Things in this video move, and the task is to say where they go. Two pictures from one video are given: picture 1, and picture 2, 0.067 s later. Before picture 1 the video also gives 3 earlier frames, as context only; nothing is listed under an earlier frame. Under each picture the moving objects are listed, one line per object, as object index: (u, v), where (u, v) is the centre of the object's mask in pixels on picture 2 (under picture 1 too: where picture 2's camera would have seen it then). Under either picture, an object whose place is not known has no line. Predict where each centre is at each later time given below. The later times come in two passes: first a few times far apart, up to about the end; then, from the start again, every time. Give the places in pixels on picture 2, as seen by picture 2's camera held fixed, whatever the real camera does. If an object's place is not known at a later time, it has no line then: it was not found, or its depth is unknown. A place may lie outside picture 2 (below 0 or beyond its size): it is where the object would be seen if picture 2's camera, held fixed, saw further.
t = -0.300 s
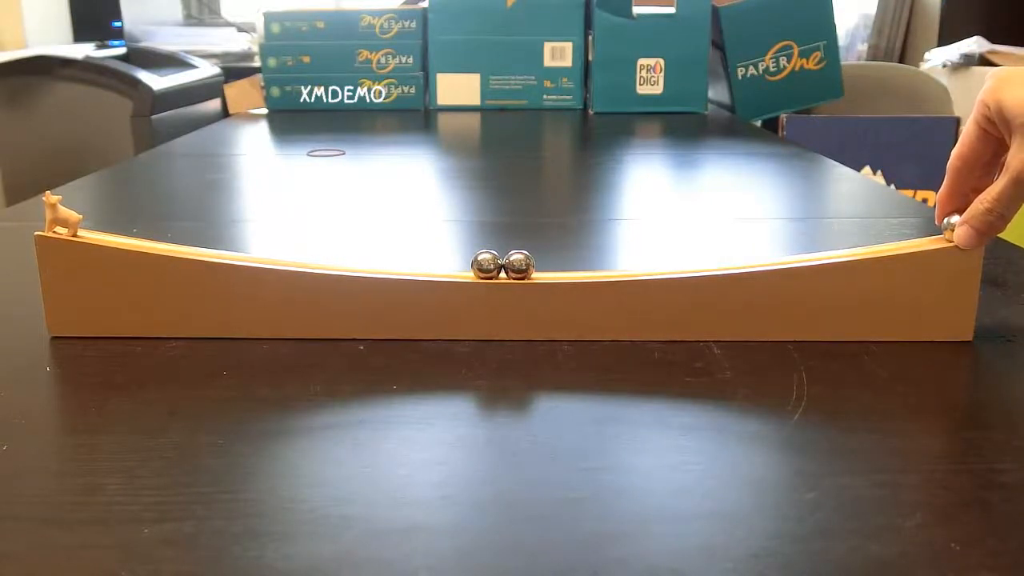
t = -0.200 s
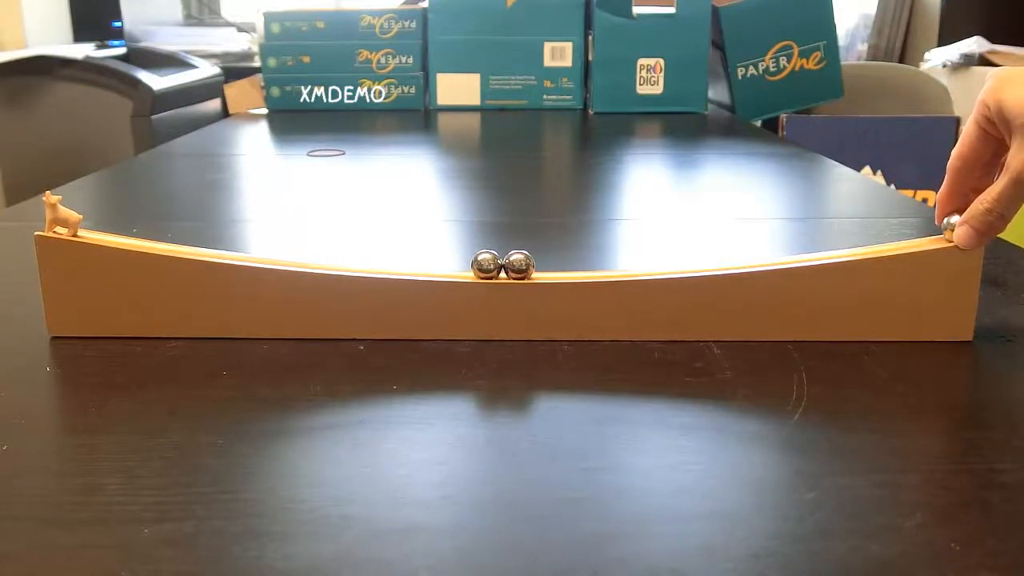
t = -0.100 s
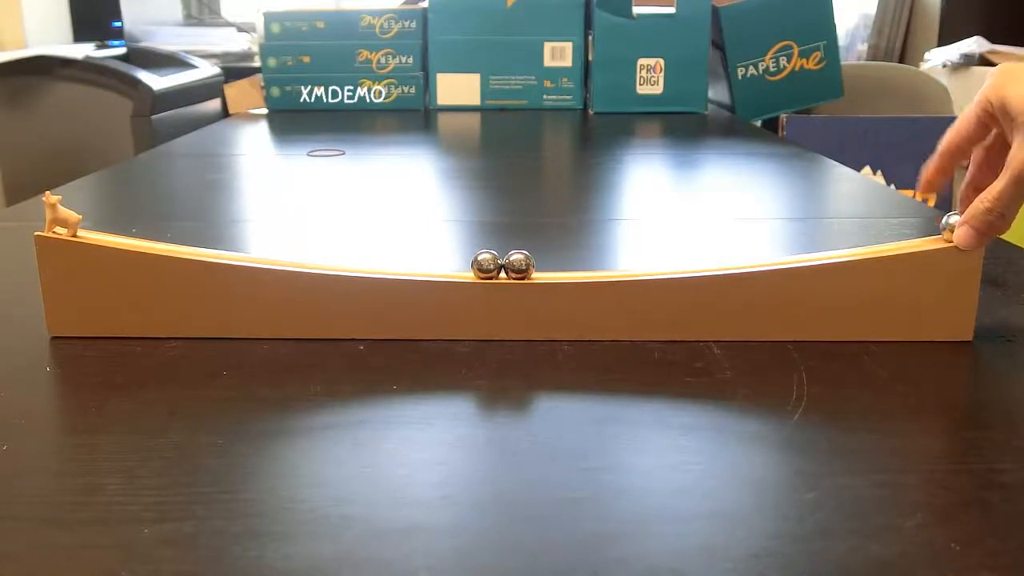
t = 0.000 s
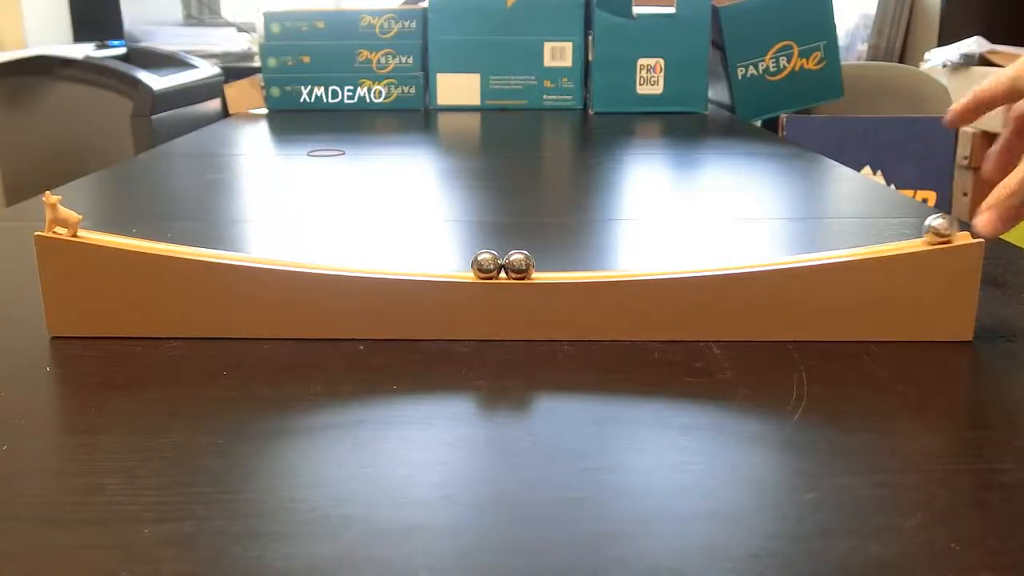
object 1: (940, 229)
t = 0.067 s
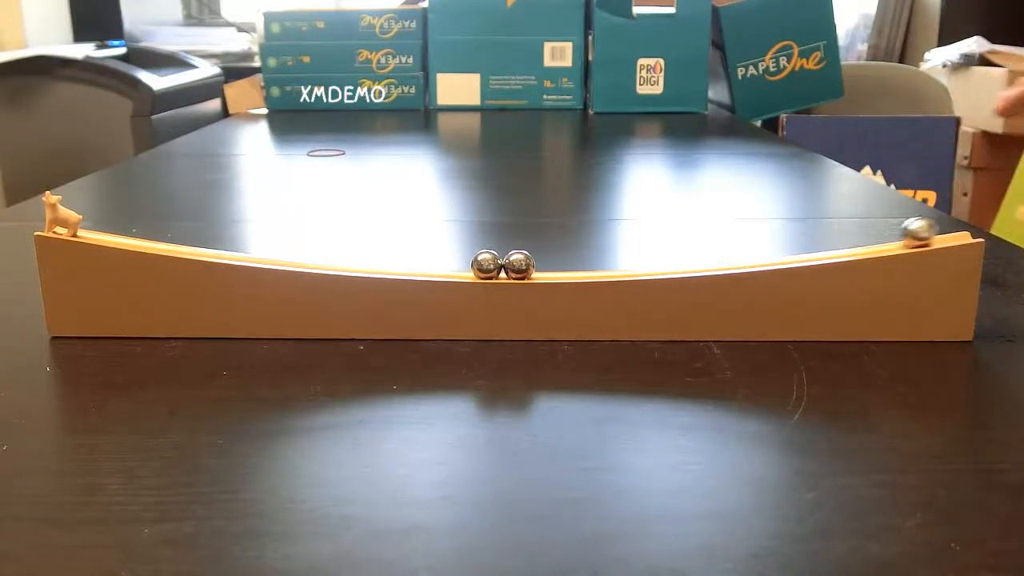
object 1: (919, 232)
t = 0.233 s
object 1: (835, 244)
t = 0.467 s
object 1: (666, 262)
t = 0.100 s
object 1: (903, 234)
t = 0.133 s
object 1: (888, 236)
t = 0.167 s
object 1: (872, 239)
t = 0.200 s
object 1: (854, 241)
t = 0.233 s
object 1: (835, 244)
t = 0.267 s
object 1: (814, 246)
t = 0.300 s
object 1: (793, 249)
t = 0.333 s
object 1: (770, 252)
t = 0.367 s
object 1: (745, 255)
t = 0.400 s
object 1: (720, 257)
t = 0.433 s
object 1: (693, 261)
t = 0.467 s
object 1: (666, 262)
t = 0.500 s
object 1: (638, 265)
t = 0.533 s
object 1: (609, 262)
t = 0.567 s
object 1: (580, 263)
